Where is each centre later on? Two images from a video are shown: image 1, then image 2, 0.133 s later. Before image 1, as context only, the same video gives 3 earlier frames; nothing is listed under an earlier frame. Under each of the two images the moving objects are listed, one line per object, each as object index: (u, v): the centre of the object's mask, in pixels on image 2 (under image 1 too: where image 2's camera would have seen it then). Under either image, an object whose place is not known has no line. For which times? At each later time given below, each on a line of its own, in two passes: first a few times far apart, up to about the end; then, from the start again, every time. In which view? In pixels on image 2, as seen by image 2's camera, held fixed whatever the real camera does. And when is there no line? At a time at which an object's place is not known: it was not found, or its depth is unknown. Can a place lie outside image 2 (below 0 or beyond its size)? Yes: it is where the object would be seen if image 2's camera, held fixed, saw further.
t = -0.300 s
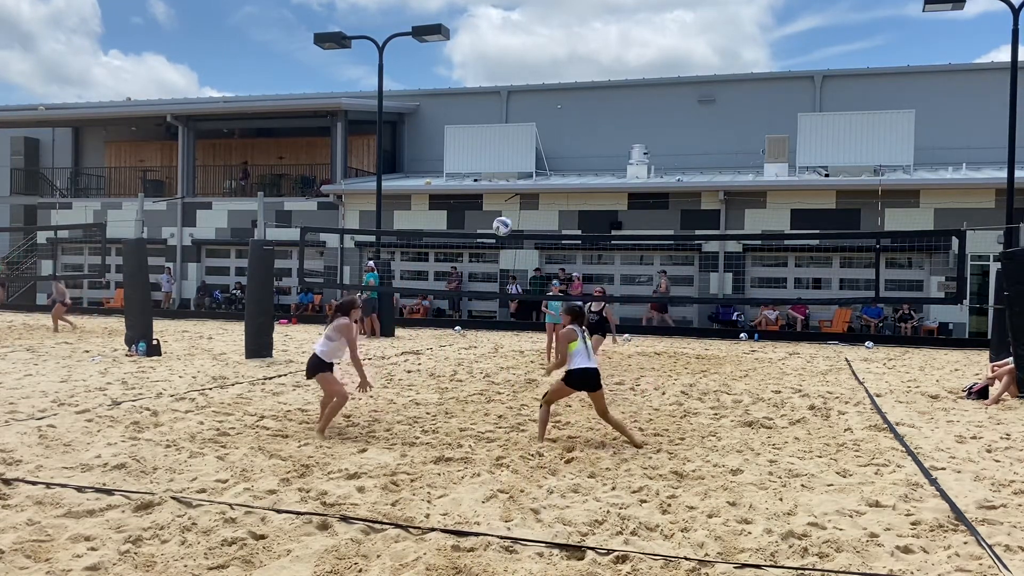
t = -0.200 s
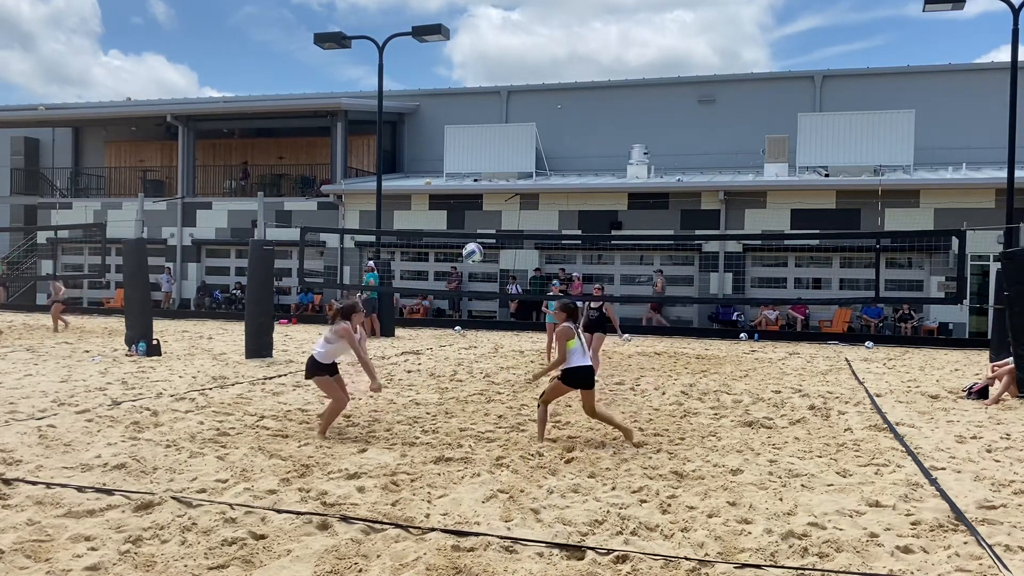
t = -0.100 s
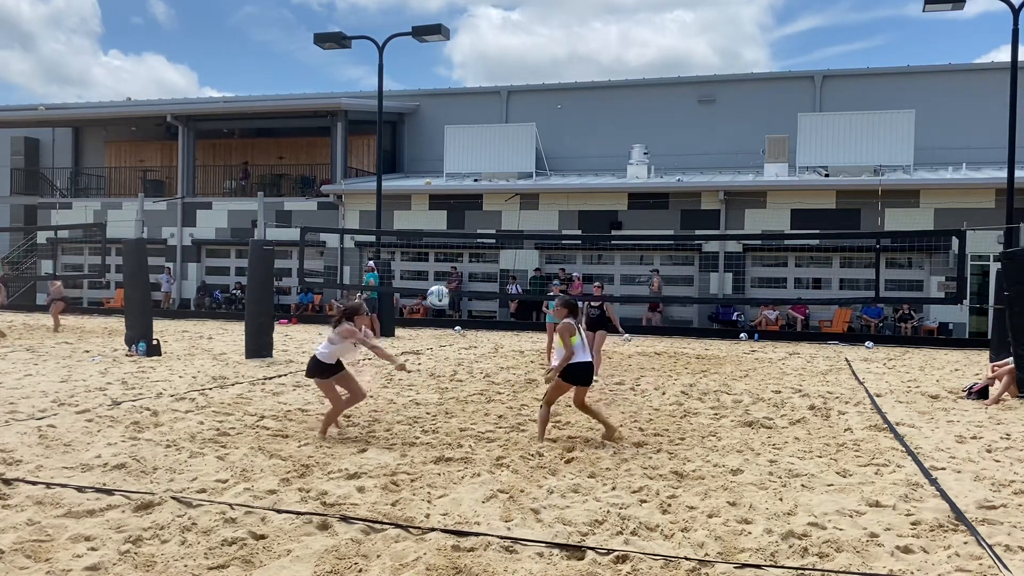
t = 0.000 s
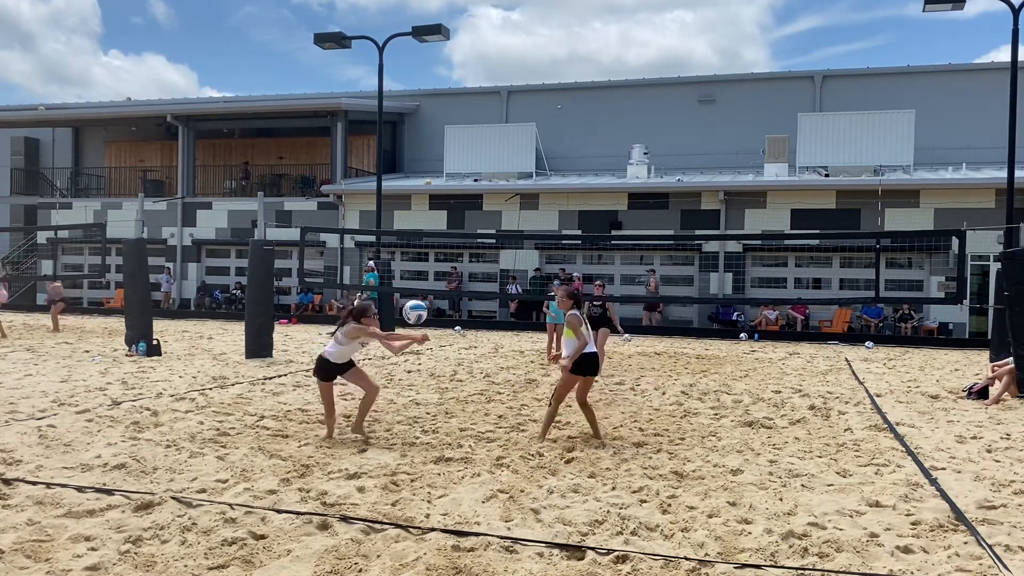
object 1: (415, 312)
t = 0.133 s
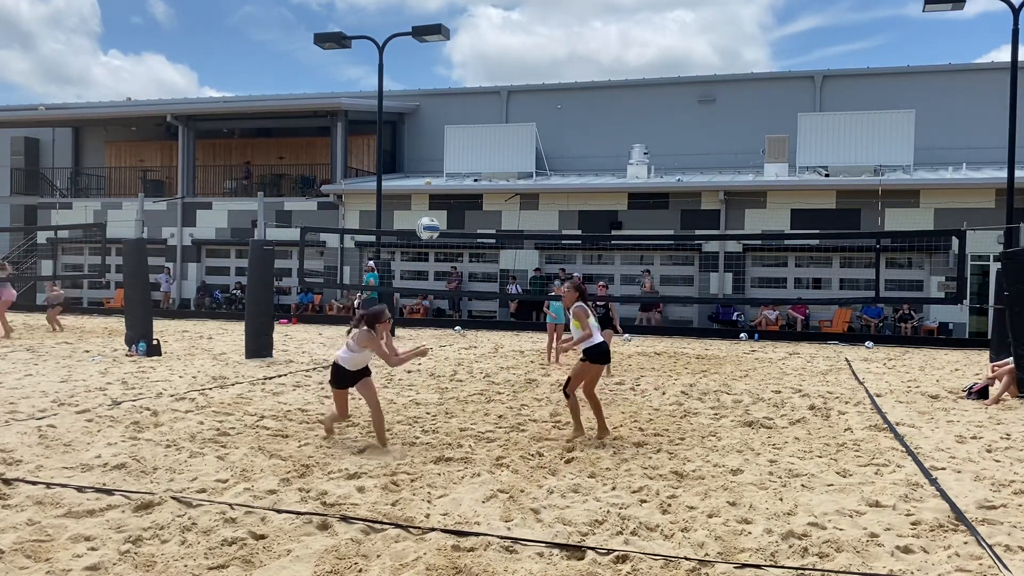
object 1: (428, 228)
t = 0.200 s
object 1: (433, 195)
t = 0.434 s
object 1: (451, 118)
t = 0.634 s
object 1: (464, 101)
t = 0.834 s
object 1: (474, 123)
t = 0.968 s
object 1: (479, 159)
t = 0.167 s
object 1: (430, 210)
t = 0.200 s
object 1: (433, 195)
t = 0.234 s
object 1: (436, 180)
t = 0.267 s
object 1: (438, 167)
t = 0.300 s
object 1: (441, 155)
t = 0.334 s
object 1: (444, 144)
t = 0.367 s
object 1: (446, 134)
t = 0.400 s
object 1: (449, 126)
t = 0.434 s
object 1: (451, 118)
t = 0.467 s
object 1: (453, 113)
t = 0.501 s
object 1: (455, 108)
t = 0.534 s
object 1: (458, 104)
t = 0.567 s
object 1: (460, 102)
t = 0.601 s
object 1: (461, 100)
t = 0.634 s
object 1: (464, 101)
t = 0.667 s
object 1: (466, 102)
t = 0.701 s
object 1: (467, 104)
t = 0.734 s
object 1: (469, 107)
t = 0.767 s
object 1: (471, 111)
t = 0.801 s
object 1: (472, 116)
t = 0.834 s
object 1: (474, 123)
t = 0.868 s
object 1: (475, 130)
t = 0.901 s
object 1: (477, 139)
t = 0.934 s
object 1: (478, 148)
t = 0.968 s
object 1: (479, 159)
